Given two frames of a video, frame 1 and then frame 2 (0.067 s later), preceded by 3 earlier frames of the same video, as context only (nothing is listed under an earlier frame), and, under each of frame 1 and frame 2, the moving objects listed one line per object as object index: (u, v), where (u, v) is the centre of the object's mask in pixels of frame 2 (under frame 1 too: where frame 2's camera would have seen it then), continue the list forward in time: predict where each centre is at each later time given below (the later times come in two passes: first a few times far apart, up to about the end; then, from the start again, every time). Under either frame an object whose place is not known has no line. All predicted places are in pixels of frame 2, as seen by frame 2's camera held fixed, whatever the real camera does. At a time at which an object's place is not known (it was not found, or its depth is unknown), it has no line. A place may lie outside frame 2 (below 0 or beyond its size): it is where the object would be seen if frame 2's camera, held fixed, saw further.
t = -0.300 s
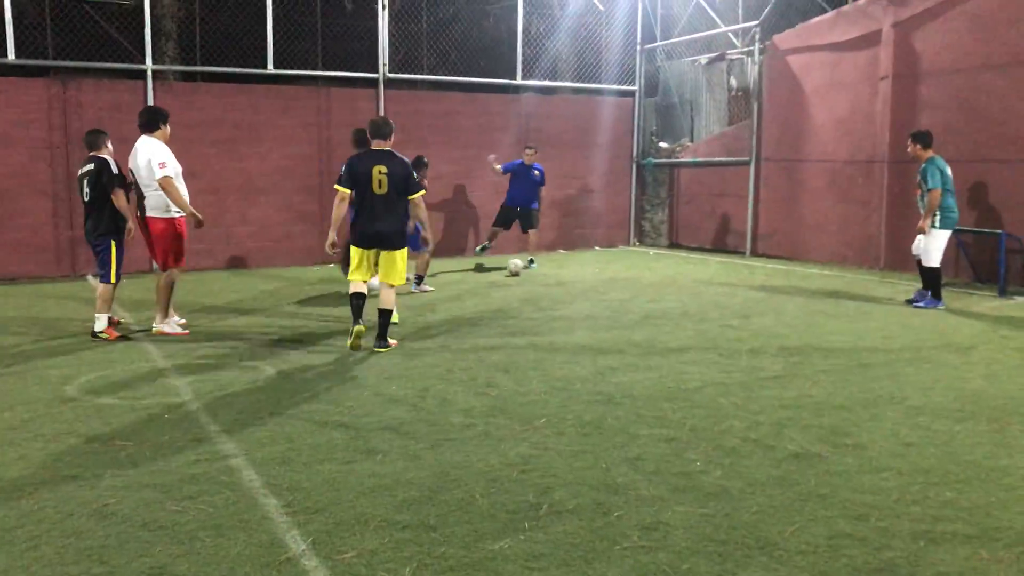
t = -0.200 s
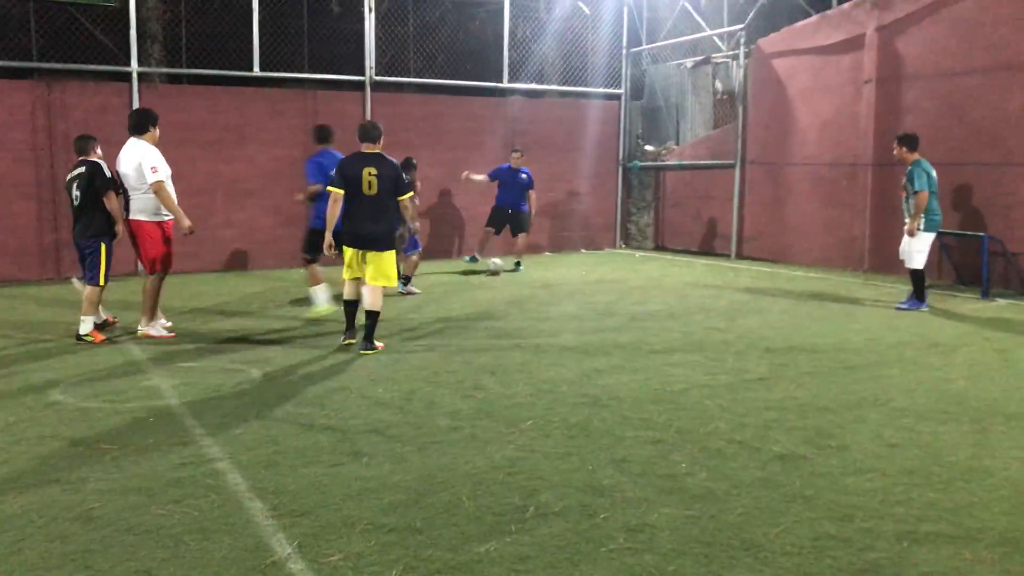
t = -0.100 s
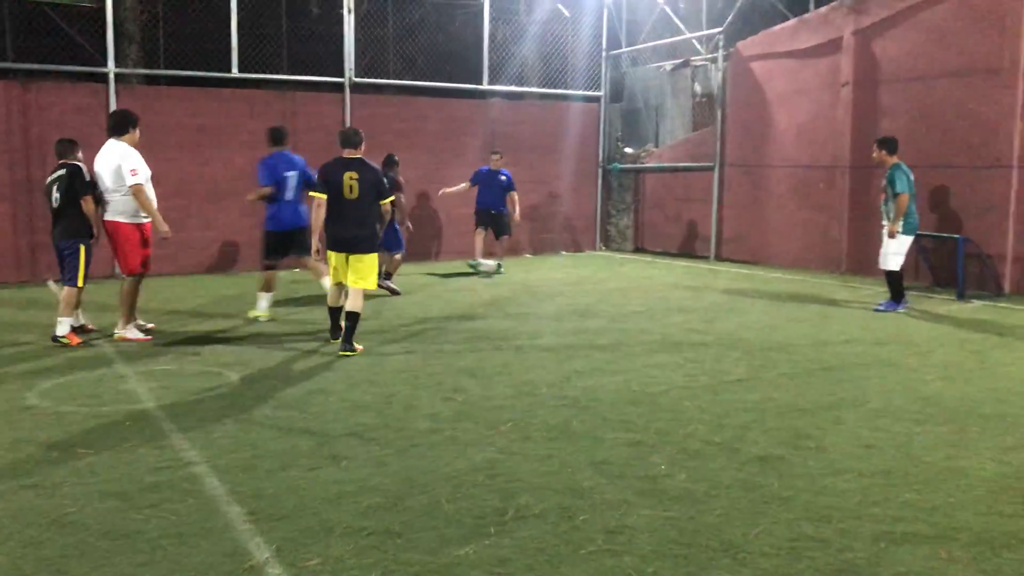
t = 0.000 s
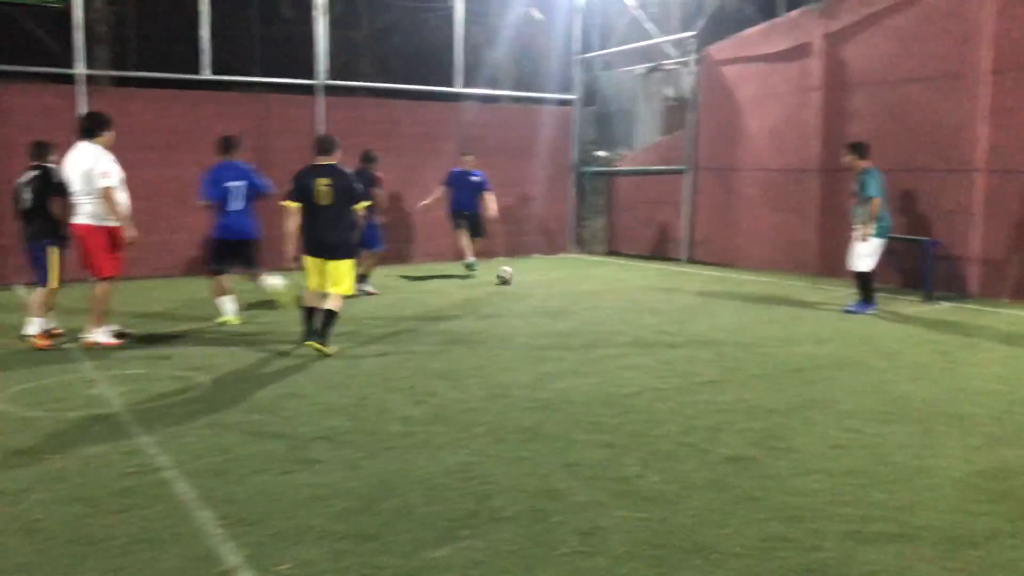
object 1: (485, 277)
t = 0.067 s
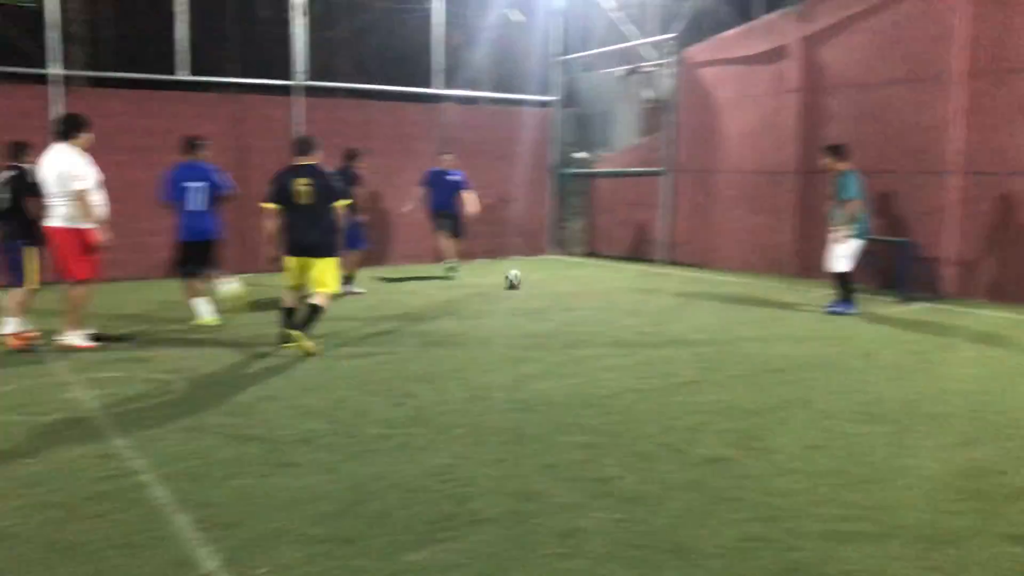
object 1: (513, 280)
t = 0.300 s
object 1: (607, 288)
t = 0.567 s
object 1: (713, 297)
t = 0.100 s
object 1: (528, 281)
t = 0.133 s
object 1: (540, 281)
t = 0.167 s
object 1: (554, 283)
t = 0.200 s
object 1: (568, 285)
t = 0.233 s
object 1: (582, 286)
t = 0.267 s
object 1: (594, 287)
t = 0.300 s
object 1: (607, 288)
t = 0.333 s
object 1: (621, 289)
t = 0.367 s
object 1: (634, 290)
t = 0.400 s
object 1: (646, 291)
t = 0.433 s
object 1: (660, 292)
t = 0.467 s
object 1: (672, 293)
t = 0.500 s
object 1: (686, 294)
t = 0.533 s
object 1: (699, 296)
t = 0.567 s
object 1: (713, 297)
